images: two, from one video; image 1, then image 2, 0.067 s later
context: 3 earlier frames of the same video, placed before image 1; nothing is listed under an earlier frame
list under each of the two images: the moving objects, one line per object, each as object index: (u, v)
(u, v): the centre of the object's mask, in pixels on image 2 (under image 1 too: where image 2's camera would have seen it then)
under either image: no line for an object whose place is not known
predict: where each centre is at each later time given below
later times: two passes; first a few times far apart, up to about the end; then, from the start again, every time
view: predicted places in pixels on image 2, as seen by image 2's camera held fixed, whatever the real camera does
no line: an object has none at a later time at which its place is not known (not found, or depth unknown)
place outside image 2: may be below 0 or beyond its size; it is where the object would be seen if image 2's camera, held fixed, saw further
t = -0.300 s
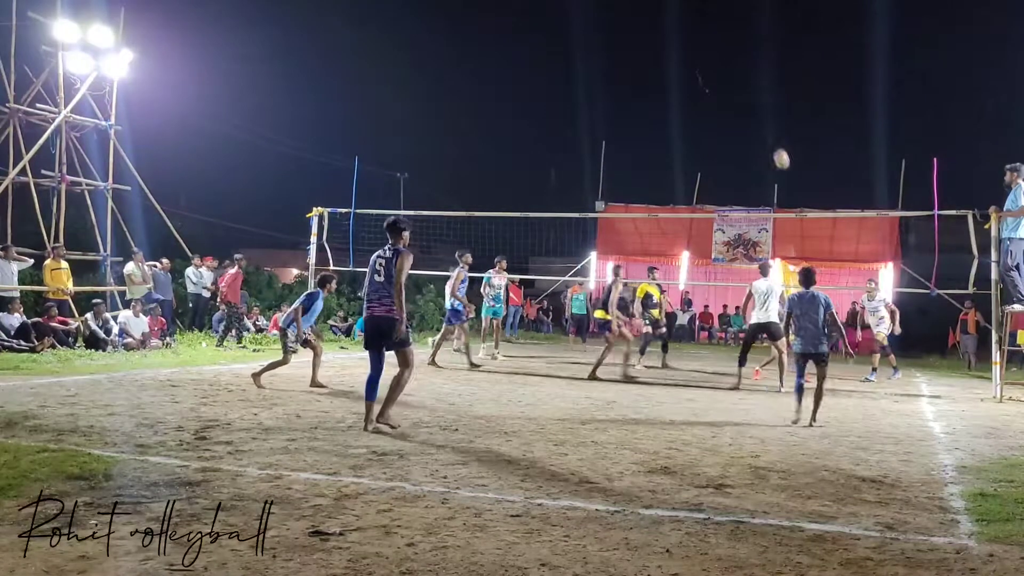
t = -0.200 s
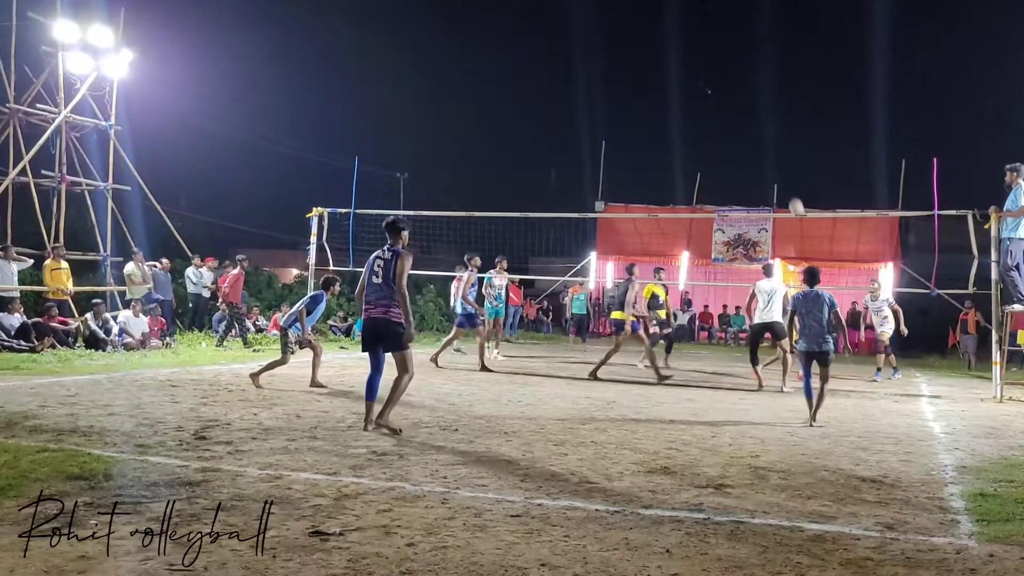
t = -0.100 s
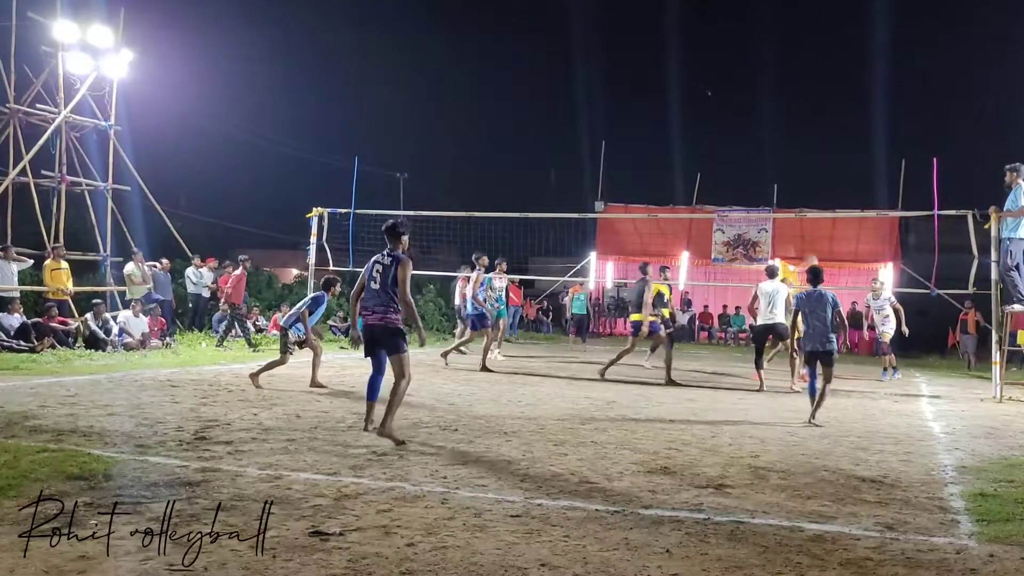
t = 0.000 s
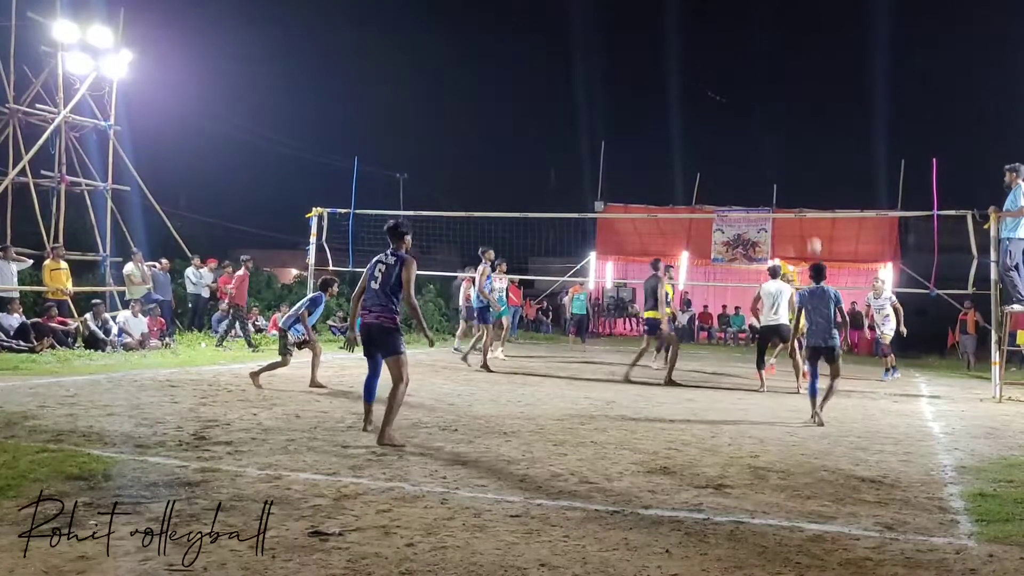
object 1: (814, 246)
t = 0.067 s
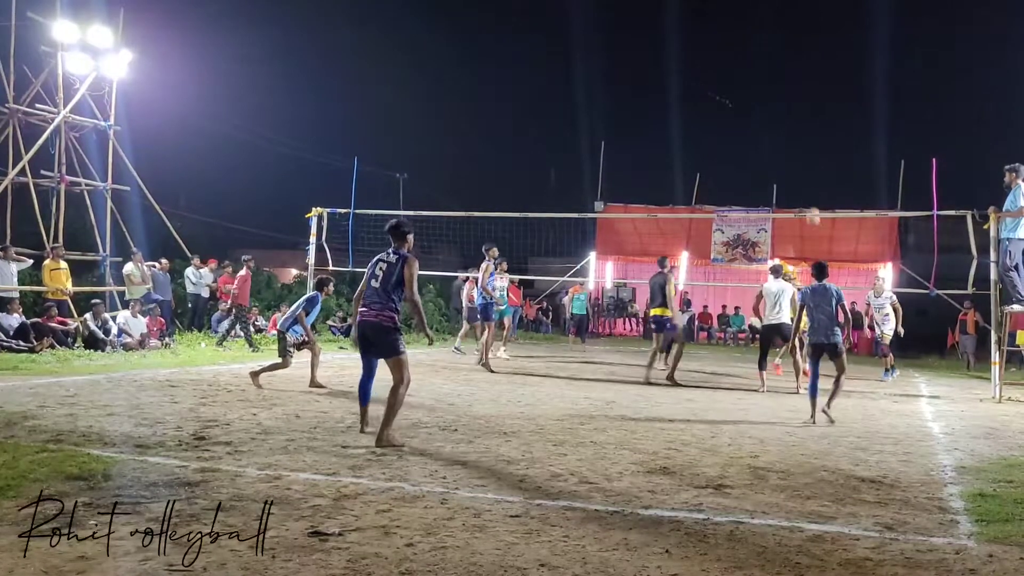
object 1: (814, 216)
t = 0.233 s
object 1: (811, 157)
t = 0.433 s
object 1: (807, 111)
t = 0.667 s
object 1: (800, 88)
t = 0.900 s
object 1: (793, 97)
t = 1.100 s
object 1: (786, 128)
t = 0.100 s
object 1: (812, 203)
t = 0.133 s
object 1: (812, 190)
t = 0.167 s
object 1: (811, 179)
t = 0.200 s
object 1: (811, 168)
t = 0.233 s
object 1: (811, 157)
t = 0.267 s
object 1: (810, 148)
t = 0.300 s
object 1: (809, 139)
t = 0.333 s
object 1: (808, 131)
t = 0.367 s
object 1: (808, 124)
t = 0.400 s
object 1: (807, 117)
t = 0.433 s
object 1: (807, 111)
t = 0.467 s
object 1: (805, 105)
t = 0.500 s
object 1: (804, 101)
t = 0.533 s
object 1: (803, 97)
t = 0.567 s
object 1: (802, 94)
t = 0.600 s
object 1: (802, 91)
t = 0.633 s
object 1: (801, 89)
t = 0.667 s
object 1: (800, 88)
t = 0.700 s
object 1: (799, 88)
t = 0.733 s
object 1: (798, 88)
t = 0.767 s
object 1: (797, 88)
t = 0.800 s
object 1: (796, 90)
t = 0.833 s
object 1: (795, 91)
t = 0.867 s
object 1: (794, 94)
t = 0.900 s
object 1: (793, 97)
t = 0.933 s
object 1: (791, 101)
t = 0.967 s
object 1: (790, 105)
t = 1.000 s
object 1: (789, 110)
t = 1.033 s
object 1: (788, 115)
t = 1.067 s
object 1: (787, 121)
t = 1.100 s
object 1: (786, 128)
